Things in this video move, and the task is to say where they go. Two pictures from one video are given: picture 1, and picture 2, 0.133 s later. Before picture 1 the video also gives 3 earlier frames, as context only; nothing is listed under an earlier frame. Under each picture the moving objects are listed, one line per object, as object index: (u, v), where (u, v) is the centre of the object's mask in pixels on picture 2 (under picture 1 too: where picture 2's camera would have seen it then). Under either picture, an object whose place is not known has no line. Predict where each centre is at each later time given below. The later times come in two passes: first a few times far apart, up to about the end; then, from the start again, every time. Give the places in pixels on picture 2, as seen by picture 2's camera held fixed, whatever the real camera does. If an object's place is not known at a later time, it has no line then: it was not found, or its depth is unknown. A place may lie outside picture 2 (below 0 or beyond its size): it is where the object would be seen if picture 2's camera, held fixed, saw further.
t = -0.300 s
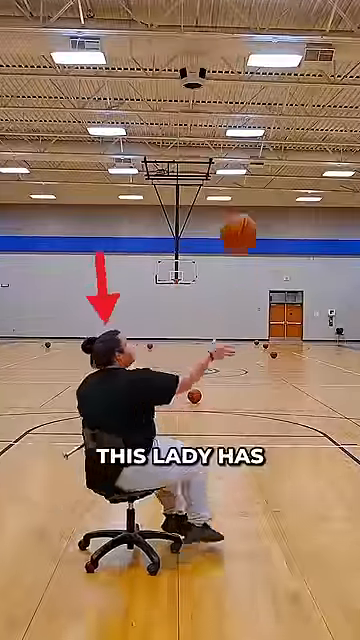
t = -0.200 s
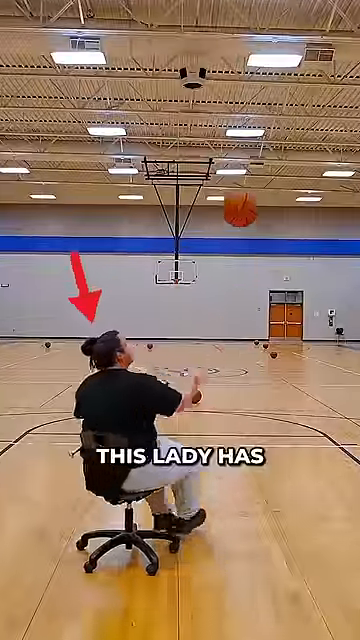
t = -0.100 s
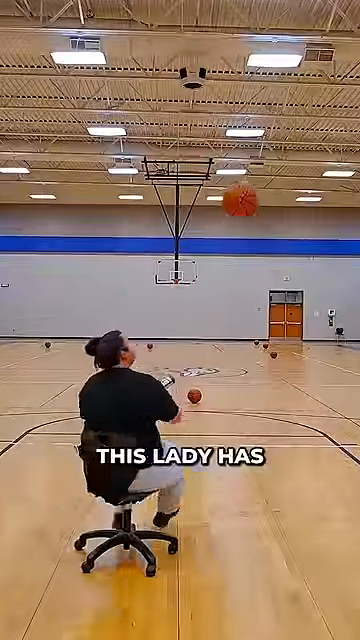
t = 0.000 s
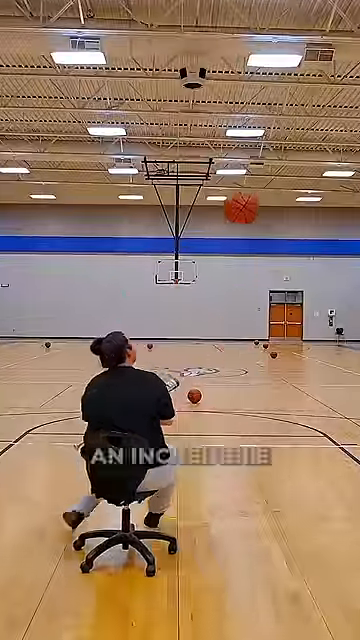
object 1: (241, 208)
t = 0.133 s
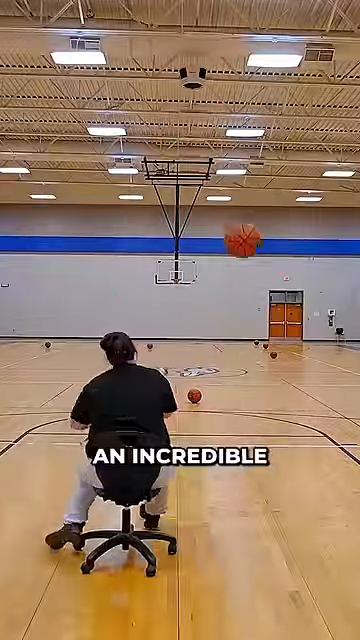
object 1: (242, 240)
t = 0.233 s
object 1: (243, 282)
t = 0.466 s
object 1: (244, 434)
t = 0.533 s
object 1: (245, 493)
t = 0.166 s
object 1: (243, 252)
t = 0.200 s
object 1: (243, 266)
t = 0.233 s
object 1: (243, 282)
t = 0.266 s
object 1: (243, 300)
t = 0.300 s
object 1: (244, 319)
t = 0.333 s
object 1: (243, 339)
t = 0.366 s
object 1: (243, 361)
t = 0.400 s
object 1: (244, 384)
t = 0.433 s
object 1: (244, 410)
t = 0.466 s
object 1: (244, 434)
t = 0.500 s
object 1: (245, 471)
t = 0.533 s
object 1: (245, 493)
